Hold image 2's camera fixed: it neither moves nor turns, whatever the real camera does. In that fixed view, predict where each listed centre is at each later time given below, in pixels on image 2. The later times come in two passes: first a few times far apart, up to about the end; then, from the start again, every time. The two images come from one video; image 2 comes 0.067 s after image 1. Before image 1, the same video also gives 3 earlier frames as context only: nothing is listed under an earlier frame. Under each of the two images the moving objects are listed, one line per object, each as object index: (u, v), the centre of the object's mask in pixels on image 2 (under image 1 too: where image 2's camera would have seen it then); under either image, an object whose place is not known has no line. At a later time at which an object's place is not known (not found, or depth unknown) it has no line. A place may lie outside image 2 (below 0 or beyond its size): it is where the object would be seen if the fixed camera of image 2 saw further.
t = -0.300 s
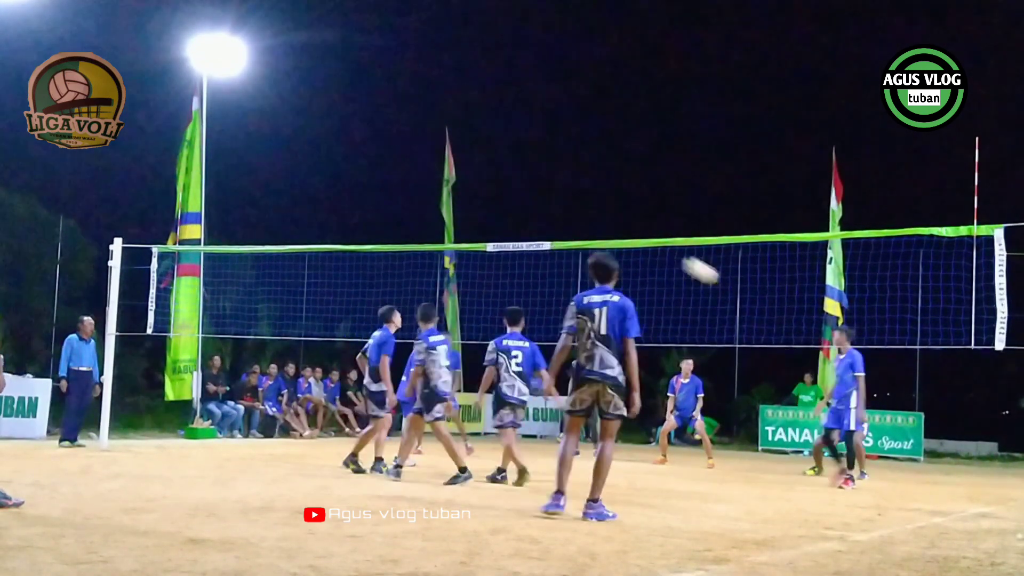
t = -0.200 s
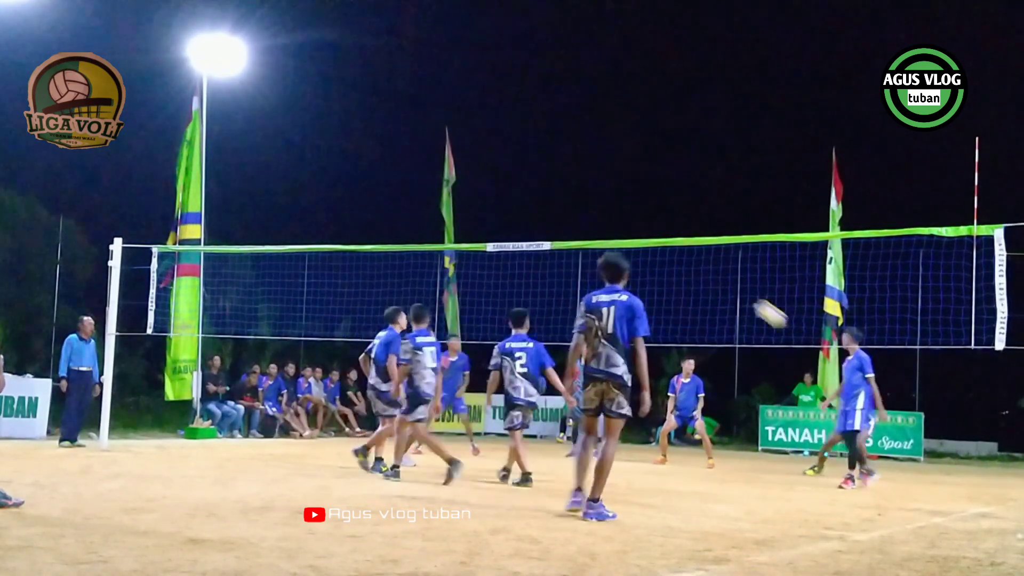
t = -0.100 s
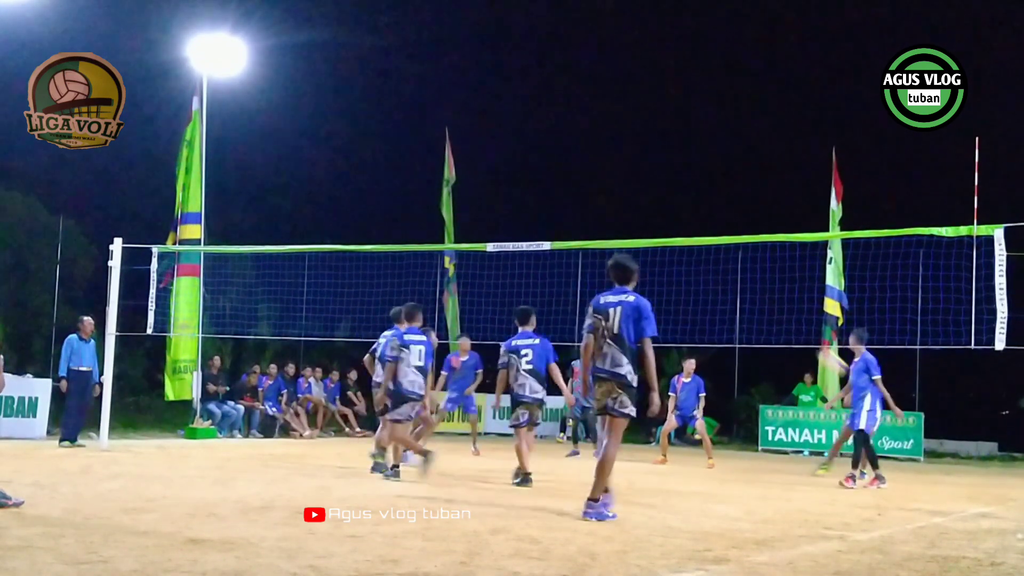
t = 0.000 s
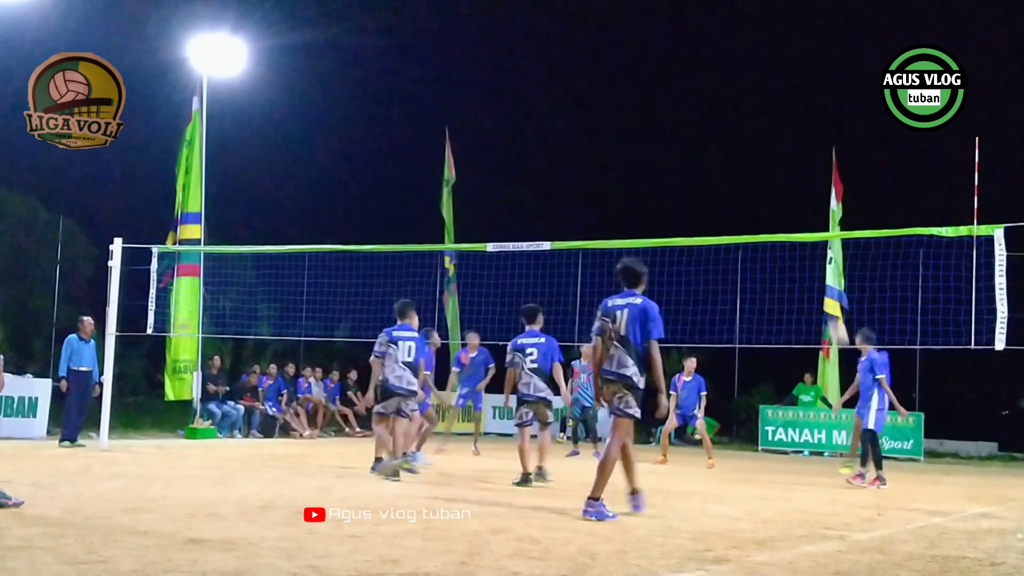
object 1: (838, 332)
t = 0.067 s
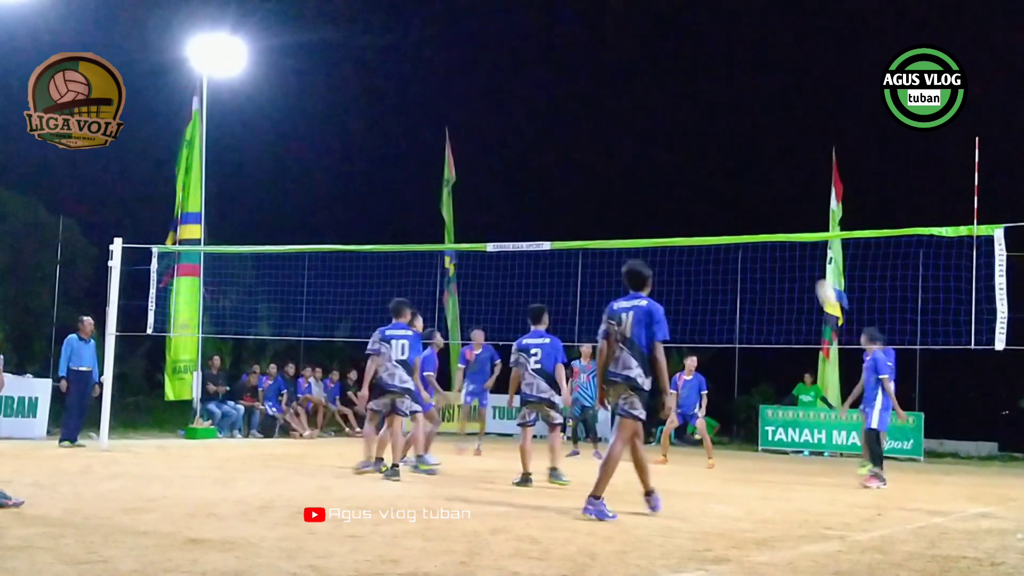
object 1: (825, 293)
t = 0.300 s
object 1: (785, 187)
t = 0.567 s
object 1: (738, 119)
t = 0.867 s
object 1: (686, 107)
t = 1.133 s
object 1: (639, 155)
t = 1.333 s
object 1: (603, 225)
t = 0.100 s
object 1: (819, 275)
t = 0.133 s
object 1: (814, 259)
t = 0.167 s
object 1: (809, 248)
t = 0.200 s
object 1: (802, 224)
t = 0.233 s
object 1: (797, 213)
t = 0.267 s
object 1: (791, 200)
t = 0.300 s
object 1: (785, 187)
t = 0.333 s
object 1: (779, 175)
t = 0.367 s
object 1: (773, 165)
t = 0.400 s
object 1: (768, 155)
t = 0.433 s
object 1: (762, 146)
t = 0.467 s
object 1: (756, 138)
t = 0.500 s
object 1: (750, 131)
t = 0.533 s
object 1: (744, 124)
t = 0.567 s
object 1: (738, 119)
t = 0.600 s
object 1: (733, 114)
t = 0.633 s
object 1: (727, 110)
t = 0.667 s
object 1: (721, 107)
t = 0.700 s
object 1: (715, 105)
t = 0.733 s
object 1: (709, 104)
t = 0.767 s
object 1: (704, 104)
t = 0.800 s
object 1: (698, 104)
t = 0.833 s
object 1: (692, 105)
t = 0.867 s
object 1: (686, 107)
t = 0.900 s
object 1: (680, 110)
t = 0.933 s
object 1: (674, 115)
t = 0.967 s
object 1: (668, 119)
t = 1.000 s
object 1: (662, 125)
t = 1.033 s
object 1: (656, 131)
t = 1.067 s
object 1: (650, 138)
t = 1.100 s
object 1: (644, 146)
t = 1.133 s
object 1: (639, 155)
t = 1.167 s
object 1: (633, 165)
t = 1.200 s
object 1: (627, 175)
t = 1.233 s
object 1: (621, 187)
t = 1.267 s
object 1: (615, 198)
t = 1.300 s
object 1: (609, 212)
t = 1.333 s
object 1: (603, 225)
